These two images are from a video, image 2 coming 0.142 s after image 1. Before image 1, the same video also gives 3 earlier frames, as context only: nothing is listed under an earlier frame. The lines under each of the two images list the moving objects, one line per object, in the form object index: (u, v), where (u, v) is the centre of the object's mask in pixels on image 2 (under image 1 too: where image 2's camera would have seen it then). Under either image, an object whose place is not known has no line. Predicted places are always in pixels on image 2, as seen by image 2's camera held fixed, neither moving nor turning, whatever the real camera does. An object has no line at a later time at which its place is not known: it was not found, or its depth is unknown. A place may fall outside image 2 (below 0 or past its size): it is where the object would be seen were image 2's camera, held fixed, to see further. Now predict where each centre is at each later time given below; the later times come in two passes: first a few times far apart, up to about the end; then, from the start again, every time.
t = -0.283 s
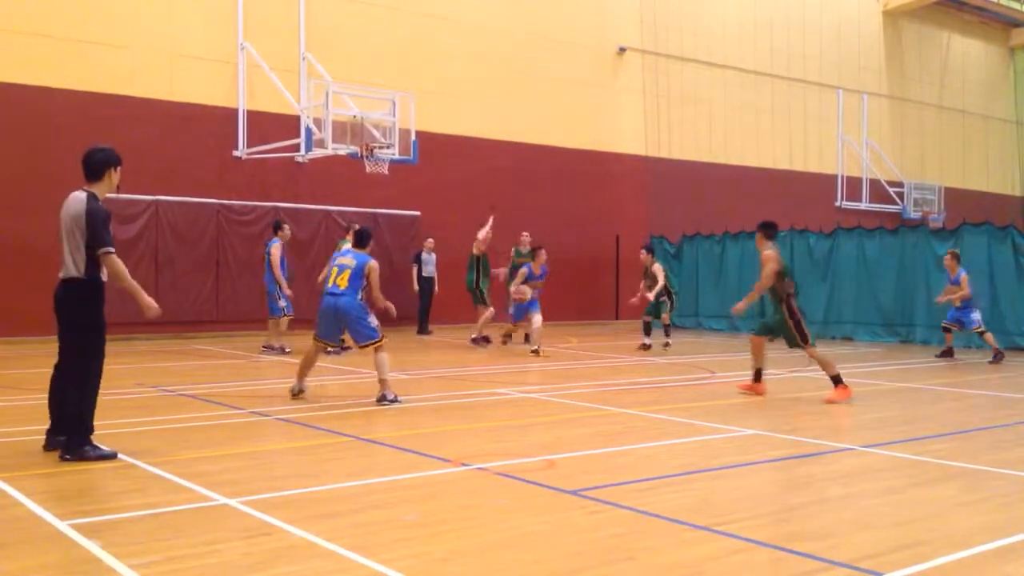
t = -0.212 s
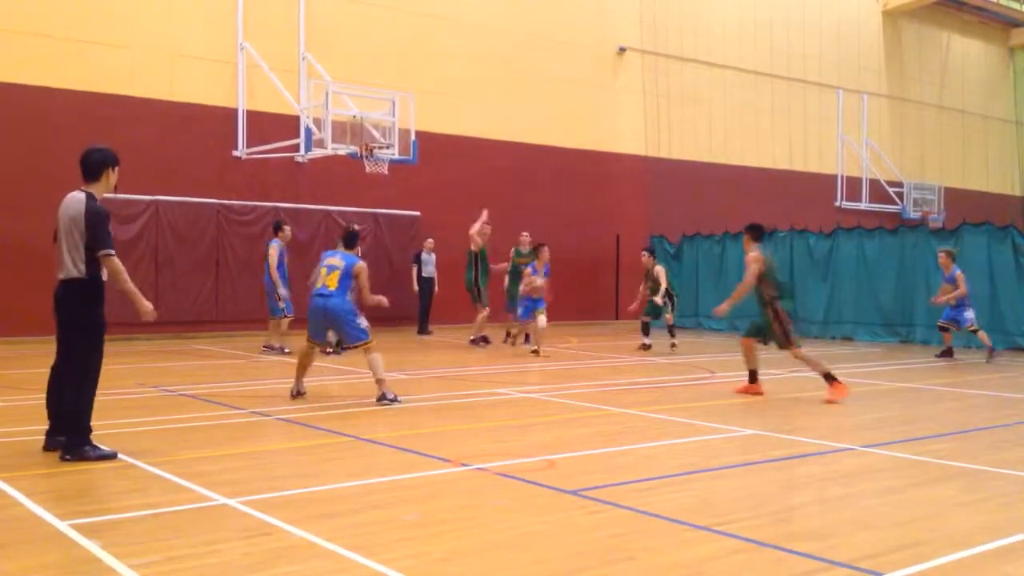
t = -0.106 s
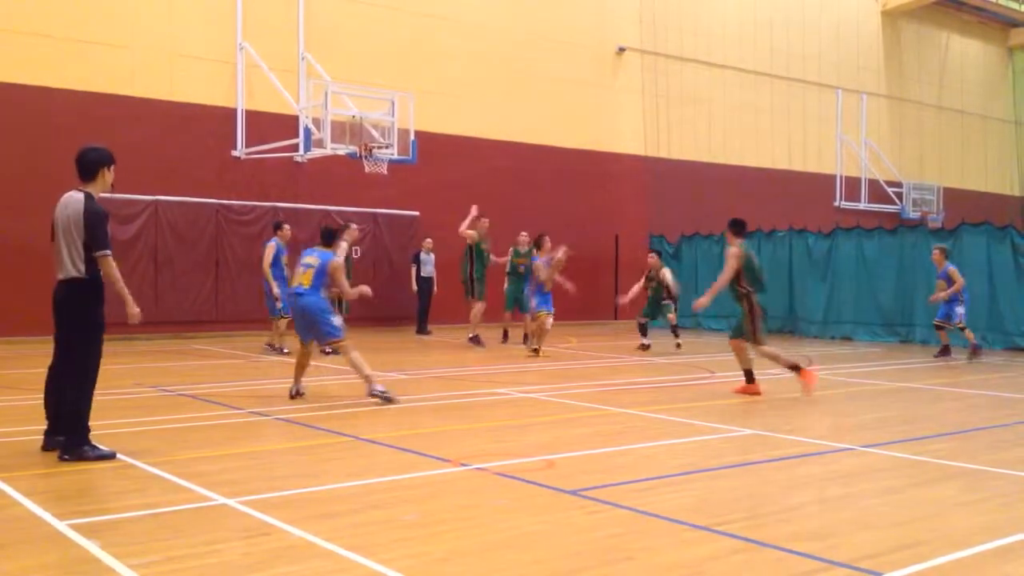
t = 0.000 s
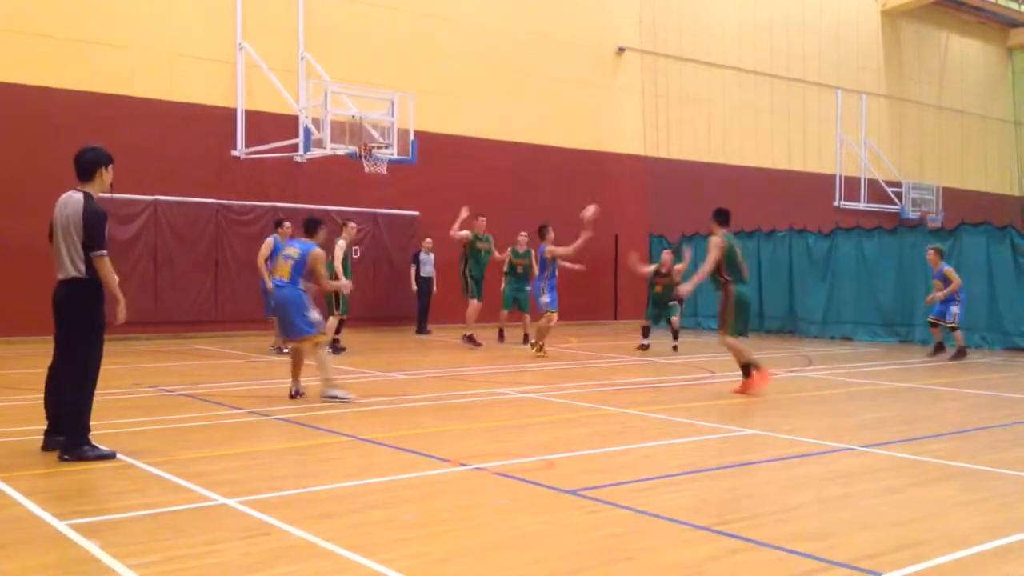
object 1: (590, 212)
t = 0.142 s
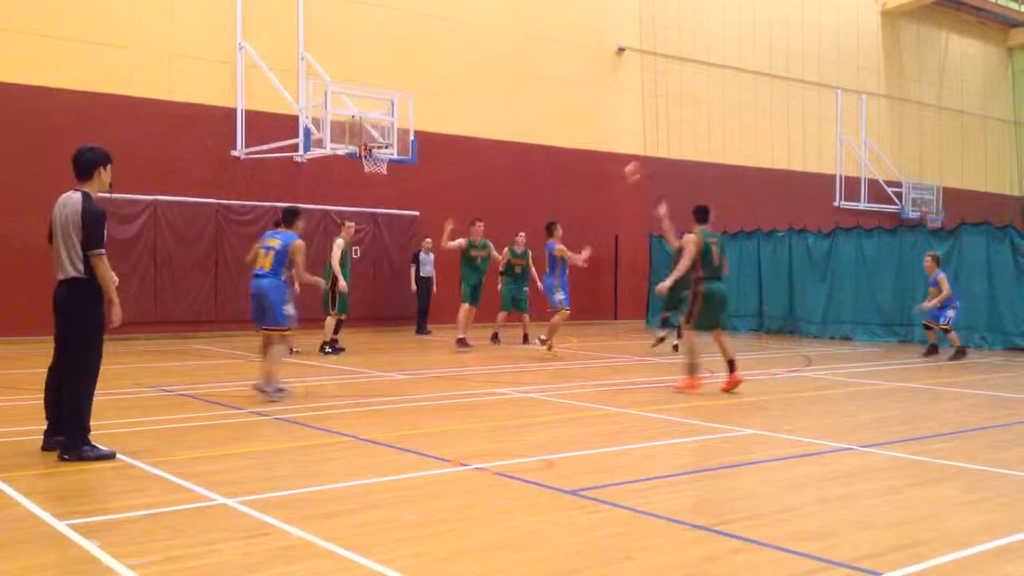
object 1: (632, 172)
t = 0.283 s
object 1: (683, 139)
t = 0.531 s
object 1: (748, 124)
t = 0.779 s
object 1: (807, 148)
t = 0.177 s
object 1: (642, 165)
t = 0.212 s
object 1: (652, 151)
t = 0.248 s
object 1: (674, 144)
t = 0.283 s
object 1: (683, 139)
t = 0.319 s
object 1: (693, 134)
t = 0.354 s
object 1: (702, 130)
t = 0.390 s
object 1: (711, 128)
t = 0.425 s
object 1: (720, 126)
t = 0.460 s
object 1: (729, 126)
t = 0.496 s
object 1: (739, 124)
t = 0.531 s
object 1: (748, 124)
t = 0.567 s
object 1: (757, 126)
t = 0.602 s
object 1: (765, 128)
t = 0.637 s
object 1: (773, 131)
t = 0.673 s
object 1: (783, 135)
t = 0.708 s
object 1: (791, 138)
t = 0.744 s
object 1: (799, 142)
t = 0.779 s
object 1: (807, 148)
